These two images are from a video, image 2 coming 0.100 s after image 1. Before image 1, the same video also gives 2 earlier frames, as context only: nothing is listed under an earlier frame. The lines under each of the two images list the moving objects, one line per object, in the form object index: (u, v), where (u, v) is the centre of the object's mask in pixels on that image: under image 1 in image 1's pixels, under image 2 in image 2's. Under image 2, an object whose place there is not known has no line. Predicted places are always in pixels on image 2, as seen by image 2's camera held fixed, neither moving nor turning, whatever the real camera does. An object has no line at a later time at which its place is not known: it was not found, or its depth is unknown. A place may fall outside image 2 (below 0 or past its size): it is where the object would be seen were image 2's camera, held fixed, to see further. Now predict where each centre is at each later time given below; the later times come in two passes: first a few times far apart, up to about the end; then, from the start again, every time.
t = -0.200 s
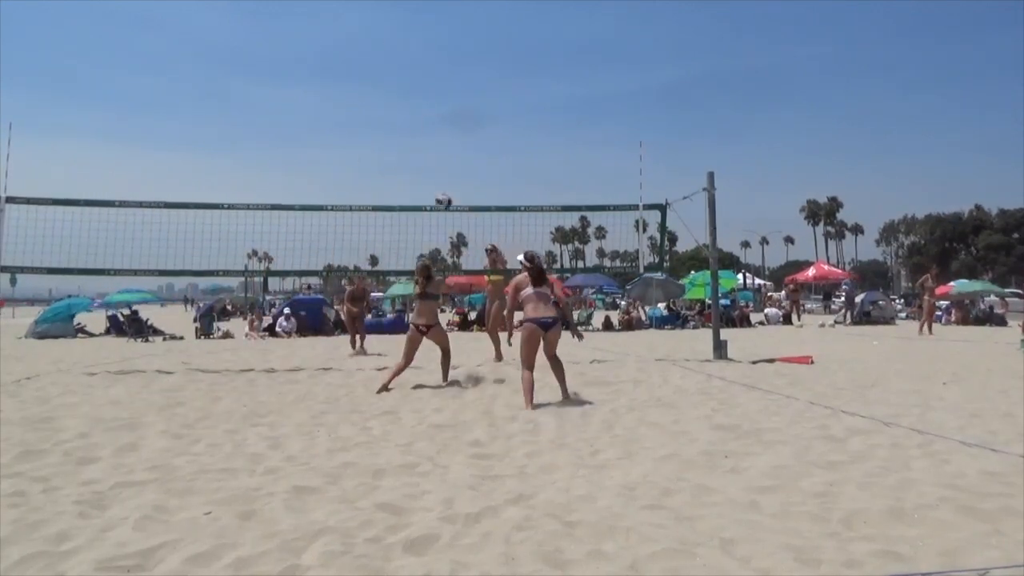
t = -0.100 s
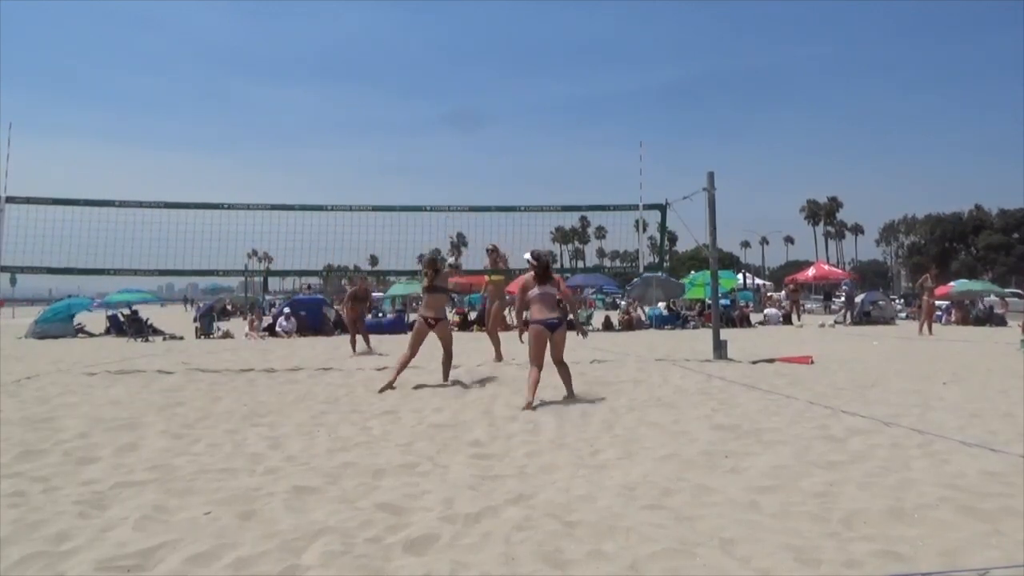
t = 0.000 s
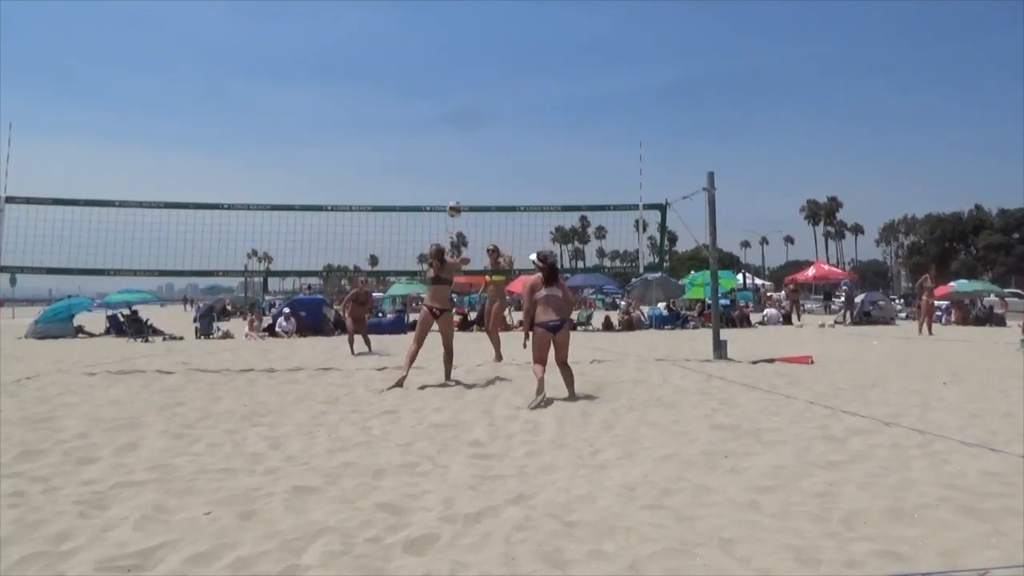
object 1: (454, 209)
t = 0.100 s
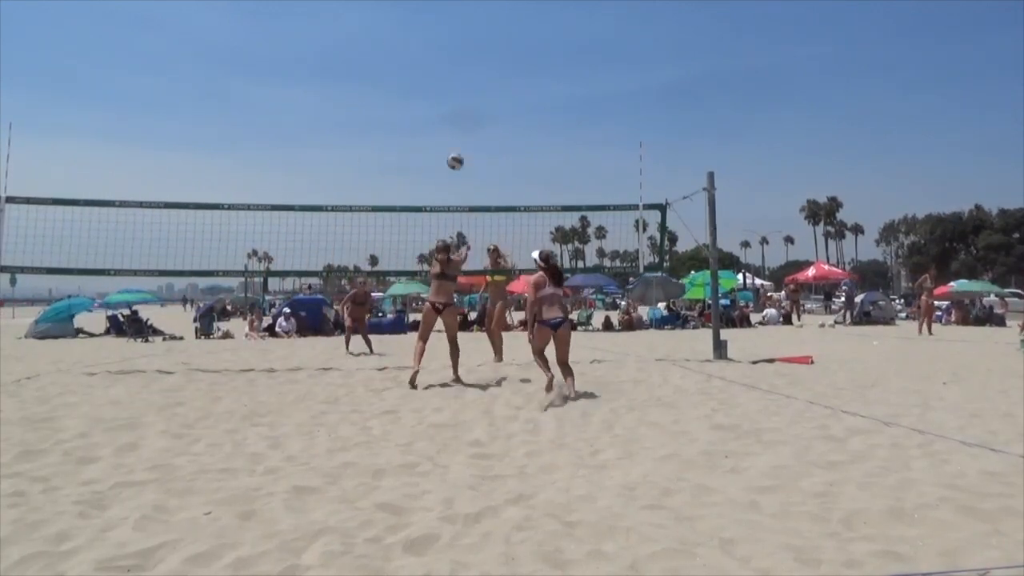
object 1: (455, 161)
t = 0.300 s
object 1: (459, 88)
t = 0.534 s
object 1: (466, 41)
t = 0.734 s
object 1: (475, 35)
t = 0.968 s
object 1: (488, 67)
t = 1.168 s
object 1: (503, 129)
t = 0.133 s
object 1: (455, 147)
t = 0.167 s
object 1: (456, 133)
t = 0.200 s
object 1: (456, 121)
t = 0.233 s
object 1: (457, 109)
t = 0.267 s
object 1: (458, 98)
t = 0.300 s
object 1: (459, 88)
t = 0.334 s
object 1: (459, 79)
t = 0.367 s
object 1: (460, 70)
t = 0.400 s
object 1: (462, 63)
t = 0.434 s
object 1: (462, 56)
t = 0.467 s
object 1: (463, 50)
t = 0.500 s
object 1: (464, 45)
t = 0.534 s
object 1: (466, 41)
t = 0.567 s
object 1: (467, 37)
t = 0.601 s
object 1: (468, 35)
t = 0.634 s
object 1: (470, 34)
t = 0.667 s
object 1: (471, 33)
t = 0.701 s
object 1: (473, 33)
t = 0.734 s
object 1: (475, 35)
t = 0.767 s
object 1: (477, 37)
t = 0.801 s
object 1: (478, 40)
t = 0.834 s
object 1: (480, 44)
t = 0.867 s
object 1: (483, 48)
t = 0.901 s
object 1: (485, 54)
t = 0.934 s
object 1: (486, 60)
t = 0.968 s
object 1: (488, 67)
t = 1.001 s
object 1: (491, 75)
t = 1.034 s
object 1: (493, 84)
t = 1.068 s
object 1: (496, 94)
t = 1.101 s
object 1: (498, 105)
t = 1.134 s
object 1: (500, 117)
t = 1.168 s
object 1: (503, 129)
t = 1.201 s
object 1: (506, 143)
